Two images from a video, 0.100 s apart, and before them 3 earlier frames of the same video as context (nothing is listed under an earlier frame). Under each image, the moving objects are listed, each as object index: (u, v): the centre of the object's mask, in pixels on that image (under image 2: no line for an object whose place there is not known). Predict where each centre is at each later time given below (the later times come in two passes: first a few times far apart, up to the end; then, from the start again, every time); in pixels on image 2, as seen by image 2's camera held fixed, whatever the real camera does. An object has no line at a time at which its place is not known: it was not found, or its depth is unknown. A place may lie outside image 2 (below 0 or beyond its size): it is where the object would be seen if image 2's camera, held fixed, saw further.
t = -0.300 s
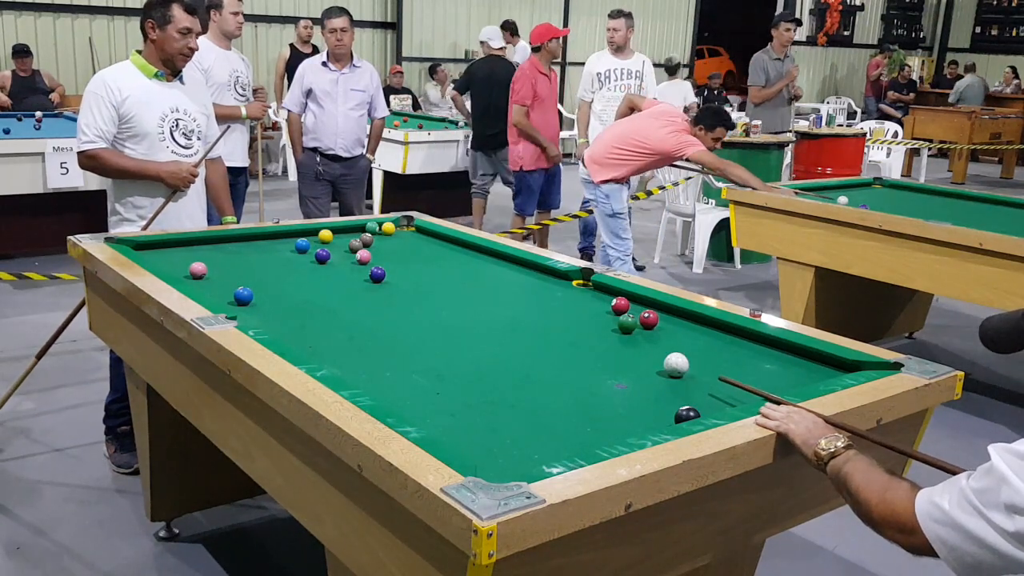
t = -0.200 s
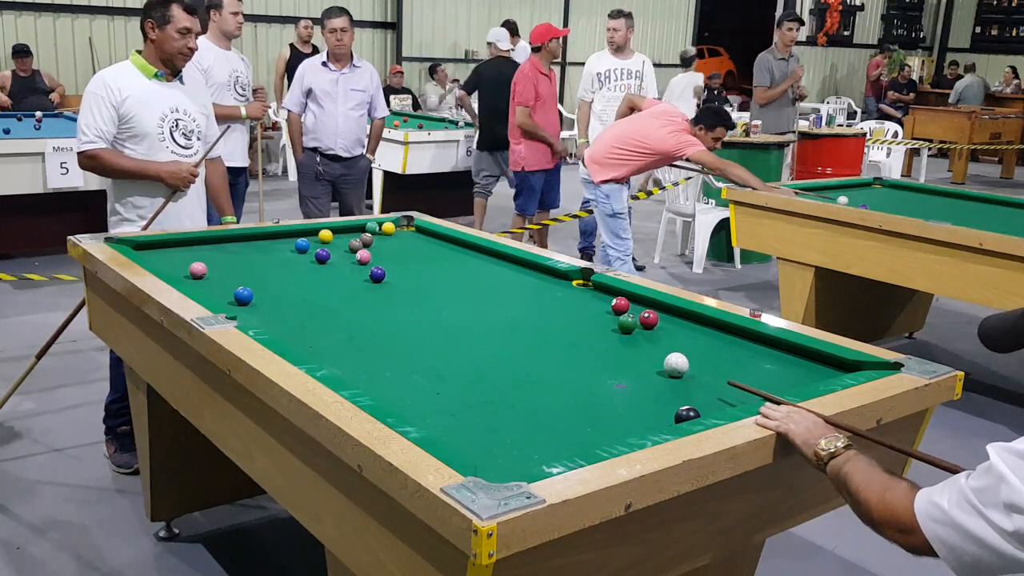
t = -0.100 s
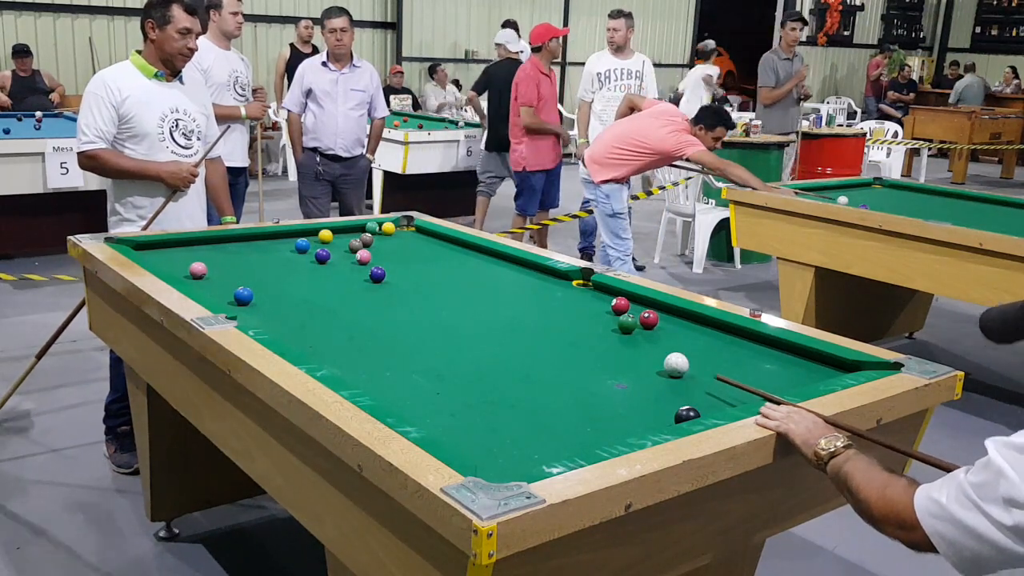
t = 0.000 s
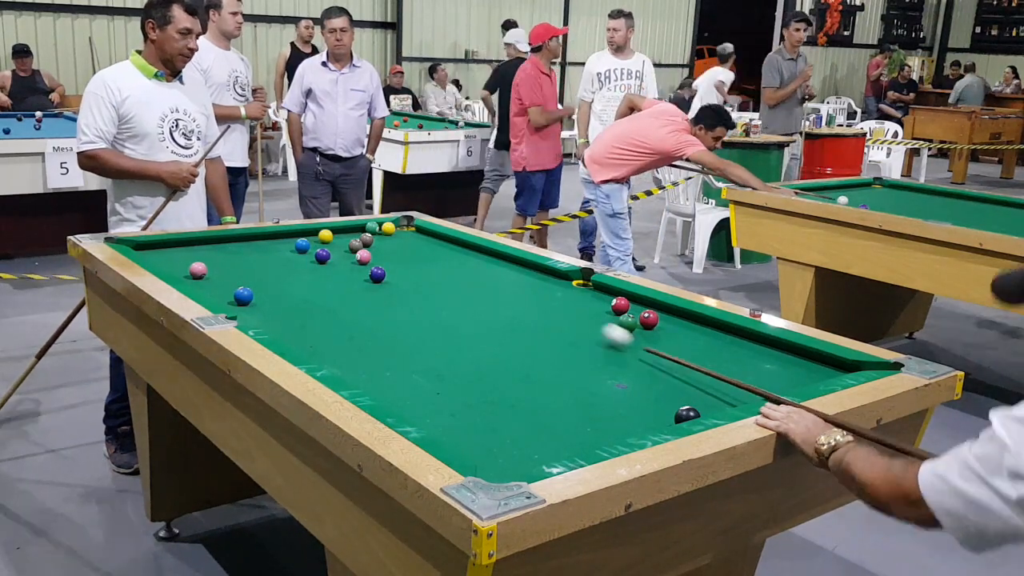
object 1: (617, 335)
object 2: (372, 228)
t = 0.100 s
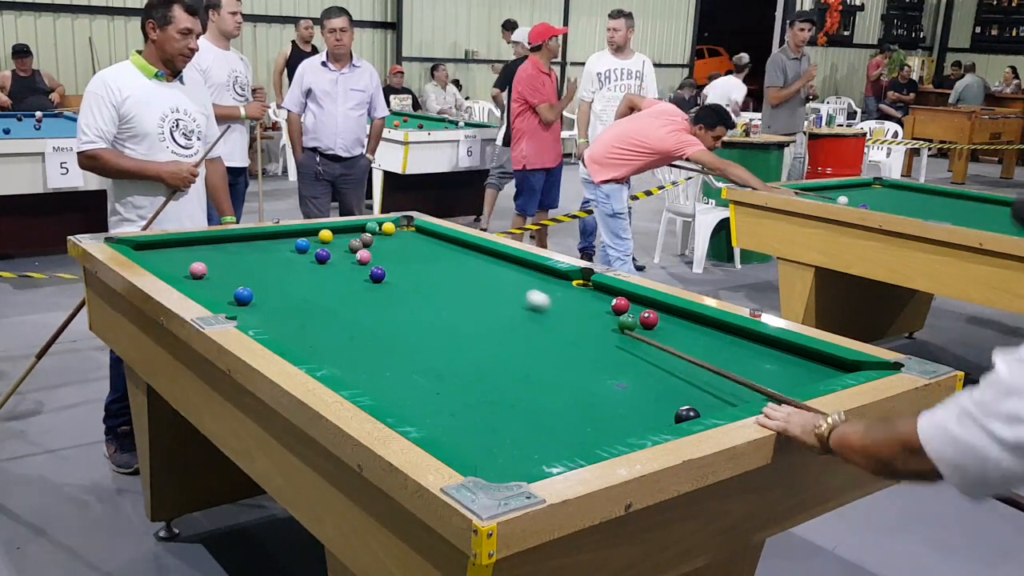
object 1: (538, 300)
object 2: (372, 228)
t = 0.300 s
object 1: (431, 251)
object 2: (372, 227)
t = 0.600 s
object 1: (345, 238)
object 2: (384, 229)
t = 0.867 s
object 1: (309, 247)
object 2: (406, 234)
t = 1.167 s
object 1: (282, 248)
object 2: (432, 239)
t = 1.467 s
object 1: (259, 250)
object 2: (455, 244)
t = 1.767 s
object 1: (239, 251)
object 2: (477, 248)
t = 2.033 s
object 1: (224, 252)
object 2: (486, 252)
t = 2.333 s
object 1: (210, 253)
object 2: (493, 256)
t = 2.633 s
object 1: (201, 253)
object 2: (499, 259)
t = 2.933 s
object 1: (196, 253)
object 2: (504, 262)
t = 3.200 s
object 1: (195, 254)
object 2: (507, 265)
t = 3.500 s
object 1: (195, 254)
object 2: (511, 266)
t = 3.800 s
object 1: (195, 254)
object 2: (512, 267)
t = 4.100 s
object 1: (194, 253)
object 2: (512, 268)
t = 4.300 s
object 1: (198, 253)
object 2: (517, 268)
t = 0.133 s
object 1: (516, 290)
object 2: (372, 228)
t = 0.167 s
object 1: (497, 281)
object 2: (372, 228)
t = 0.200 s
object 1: (478, 273)
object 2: (372, 228)
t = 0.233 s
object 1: (462, 265)
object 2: (372, 228)
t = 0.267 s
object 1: (446, 258)
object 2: (372, 228)
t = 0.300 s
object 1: (431, 251)
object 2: (372, 227)
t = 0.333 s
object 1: (416, 245)
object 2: (372, 228)
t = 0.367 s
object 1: (403, 239)
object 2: (372, 228)
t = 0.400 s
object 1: (391, 233)
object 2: (372, 228)
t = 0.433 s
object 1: (377, 229)
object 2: (368, 226)
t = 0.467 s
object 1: (371, 228)
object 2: (372, 222)
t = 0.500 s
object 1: (365, 231)
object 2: (376, 227)
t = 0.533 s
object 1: (358, 232)
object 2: (378, 228)
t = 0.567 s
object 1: (352, 235)
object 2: (381, 229)
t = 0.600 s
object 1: (345, 238)
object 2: (384, 229)
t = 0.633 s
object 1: (339, 241)
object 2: (387, 230)
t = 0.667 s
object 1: (332, 242)
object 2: (389, 231)
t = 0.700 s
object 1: (325, 243)
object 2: (392, 231)
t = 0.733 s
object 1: (318, 243)
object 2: (395, 232)
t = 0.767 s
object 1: (316, 244)
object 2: (398, 232)
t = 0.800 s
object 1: (314, 245)
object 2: (401, 233)
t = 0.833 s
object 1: (311, 246)
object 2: (403, 233)
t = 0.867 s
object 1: (309, 247)
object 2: (406, 234)
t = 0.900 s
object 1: (305, 247)
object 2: (409, 235)
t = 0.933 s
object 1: (302, 247)
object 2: (413, 235)
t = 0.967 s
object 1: (299, 247)
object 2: (415, 236)
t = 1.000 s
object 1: (297, 248)
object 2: (418, 236)
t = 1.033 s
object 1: (294, 248)
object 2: (421, 237)
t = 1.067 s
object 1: (291, 248)
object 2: (424, 237)
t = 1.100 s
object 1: (288, 248)
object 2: (427, 238)
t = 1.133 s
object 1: (285, 248)
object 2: (429, 238)
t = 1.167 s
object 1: (282, 248)
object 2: (432, 239)
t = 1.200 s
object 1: (280, 249)
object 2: (435, 239)
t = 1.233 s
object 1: (277, 249)
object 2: (437, 240)
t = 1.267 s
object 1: (274, 249)
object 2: (440, 240)
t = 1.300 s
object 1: (272, 249)
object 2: (442, 241)
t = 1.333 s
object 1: (269, 249)
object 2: (445, 241)
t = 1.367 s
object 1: (267, 249)
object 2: (448, 242)
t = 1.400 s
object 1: (264, 250)
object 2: (450, 243)
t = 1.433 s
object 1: (261, 250)
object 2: (453, 243)
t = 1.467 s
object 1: (259, 250)
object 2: (455, 244)
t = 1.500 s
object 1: (256, 250)
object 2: (458, 244)
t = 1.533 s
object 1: (254, 250)
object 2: (460, 245)
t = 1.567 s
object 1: (252, 250)
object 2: (463, 245)
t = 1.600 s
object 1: (249, 251)
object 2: (465, 246)
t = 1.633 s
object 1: (247, 251)
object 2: (467, 246)
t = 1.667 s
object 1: (245, 251)
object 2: (470, 247)
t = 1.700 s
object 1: (243, 251)
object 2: (472, 247)
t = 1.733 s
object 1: (241, 251)
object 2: (475, 248)
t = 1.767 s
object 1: (239, 251)
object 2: (477, 248)
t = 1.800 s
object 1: (237, 252)
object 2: (479, 249)
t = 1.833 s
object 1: (235, 252)
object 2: (480, 250)
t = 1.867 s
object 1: (233, 252)
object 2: (481, 250)
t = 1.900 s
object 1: (231, 252)
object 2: (482, 250)
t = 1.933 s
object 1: (229, 252)
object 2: (483, 251)
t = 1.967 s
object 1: (227, 252)
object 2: (484, 251)
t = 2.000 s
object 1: (226, 252)
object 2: (485, 252)
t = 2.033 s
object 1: (224, 252)
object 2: (486, 252)
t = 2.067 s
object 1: (222, 252)
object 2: (487, 253)
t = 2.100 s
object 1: (221, 252)
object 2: (487, 253)
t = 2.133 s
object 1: (219, 252)
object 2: (488, 253)
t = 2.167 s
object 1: (217, 253)
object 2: (489, 254)
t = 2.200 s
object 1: (216, 253)
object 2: (490, 254)
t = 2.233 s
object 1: (215, 253)
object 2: (490, 255)
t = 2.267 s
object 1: (213, 253)
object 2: (491, 255)
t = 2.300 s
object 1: (212, 253)
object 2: (492, 255)
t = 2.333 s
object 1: (210, 253)
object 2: (493, 256)
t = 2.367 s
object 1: (209, 253)
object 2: (494, 256)
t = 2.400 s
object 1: (208, 253)
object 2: (494, 257)
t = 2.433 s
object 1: (207, 253)
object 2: (495, 257)
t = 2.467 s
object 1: (206, 253)
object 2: (496, 258)
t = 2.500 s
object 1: (205, 253)
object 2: (496, 258)
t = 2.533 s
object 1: (204, 253)
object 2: (497, 258)
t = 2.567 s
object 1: (203, 253)
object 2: (498, 258)
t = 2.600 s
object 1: (202, 253)
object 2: (498, 259)
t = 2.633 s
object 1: (201, 253)
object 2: (499, 259)
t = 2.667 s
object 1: (200, 253)
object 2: (499, 260)
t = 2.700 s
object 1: (200, 253)
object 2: (500, 260)
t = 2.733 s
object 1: (199, 253)
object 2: (501, 260)
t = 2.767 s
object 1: (198, 253)
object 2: (501, 260)
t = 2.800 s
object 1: (198, 253)
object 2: (502, 261)
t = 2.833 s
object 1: (197, 253)
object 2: (502, 261)
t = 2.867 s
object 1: (197, 253)
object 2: (503, 262)
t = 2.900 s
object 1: (196, 253)
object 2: (503, 262)
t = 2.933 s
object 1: (196, 253)
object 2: (504, 262)
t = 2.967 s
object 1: (195, 253)
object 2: (504, 263)
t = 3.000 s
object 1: (195, 253)
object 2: (505, 263)
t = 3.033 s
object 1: (195, 254)
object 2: (505, 263)
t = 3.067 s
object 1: (195, 254)
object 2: (506, 264)
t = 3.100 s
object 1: (194, 254)
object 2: (506, 264)
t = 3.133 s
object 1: (195, 253)
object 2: (507, 264)
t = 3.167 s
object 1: (195, 254)
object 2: (507, 264)
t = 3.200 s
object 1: (195, 254)
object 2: (507, 265)
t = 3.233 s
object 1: (195, 254)
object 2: (507, 265)
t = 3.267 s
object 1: (195, 254)
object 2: (508, 265)
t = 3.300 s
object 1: (195, 254)
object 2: (509, 265)
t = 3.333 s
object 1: (195, 254)
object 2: (509, 265)
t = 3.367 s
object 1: (195, 254)
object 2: (509, 266)
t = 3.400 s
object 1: (195, 254)
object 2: (509, 266)
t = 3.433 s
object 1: (195, 253)
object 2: (510, 266)
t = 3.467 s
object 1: (195, 253)
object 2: (510, 266)
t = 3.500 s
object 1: (195, 254)
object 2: (511, 266)
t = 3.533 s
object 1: (195, 254)
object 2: (511, 266)
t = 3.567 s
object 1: (195, 254)
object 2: (511, 266)
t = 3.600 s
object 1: (195, 254)
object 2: (511, 266)
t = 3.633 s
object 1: (195, 254)
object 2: (511, 267)
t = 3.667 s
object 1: (195, 254)
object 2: (511, 267)
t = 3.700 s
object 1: (195, 254)
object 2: (512, 267)
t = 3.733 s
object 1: (195, 254)
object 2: (512, 267)
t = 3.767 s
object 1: (195, 254)
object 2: (512, 267)
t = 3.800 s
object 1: (195, 254)
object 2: (512, 267)
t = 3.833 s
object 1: (195, 254)
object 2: (512, 267)
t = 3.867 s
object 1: (195, 254)
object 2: (512, 267)
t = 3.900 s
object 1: (195, 254)
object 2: (513, 267)
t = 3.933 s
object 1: (195, 253)
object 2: (513, 267)
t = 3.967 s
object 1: (195, 254)
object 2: (513, 268)
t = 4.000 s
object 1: (195, 253)
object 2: (513, 268)
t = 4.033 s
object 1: (195, 253)
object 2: (513, 268)
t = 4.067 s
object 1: (193, 253)
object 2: (512, 268)
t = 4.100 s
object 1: (194, 253)
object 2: (512, 268)
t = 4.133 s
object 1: (195, 253)
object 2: (513, 268)
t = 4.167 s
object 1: (197, 254)
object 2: (515, 268)
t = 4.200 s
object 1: (199, 254)
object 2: (517, 268)
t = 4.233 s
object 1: (198, 253)
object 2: (515, 272)
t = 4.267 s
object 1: (198, 253)
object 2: (518, 266)
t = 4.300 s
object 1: (198, 253)
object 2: (517, 268)
